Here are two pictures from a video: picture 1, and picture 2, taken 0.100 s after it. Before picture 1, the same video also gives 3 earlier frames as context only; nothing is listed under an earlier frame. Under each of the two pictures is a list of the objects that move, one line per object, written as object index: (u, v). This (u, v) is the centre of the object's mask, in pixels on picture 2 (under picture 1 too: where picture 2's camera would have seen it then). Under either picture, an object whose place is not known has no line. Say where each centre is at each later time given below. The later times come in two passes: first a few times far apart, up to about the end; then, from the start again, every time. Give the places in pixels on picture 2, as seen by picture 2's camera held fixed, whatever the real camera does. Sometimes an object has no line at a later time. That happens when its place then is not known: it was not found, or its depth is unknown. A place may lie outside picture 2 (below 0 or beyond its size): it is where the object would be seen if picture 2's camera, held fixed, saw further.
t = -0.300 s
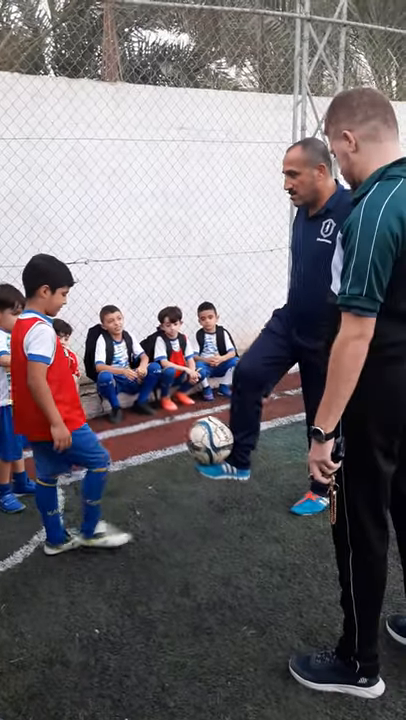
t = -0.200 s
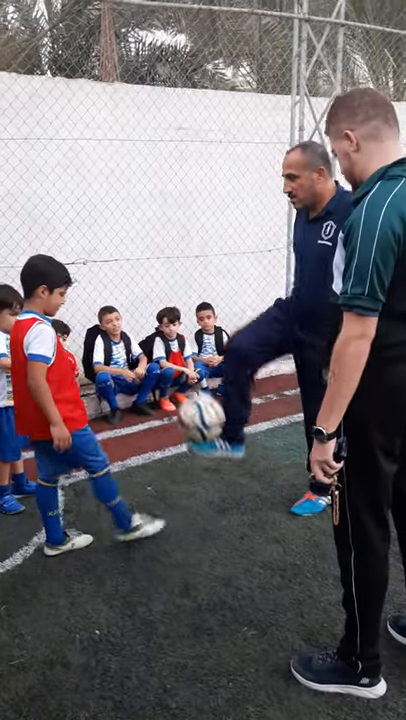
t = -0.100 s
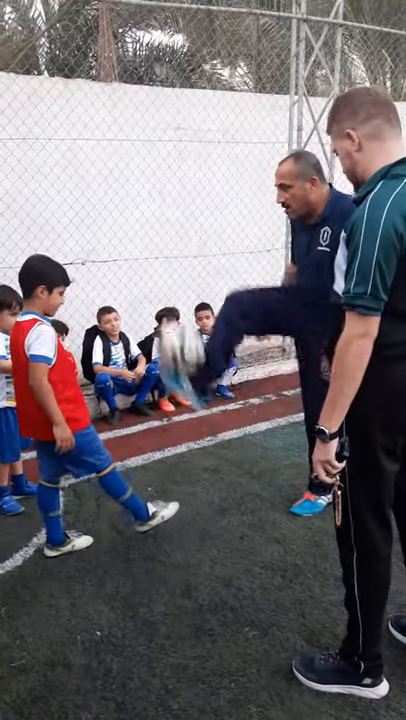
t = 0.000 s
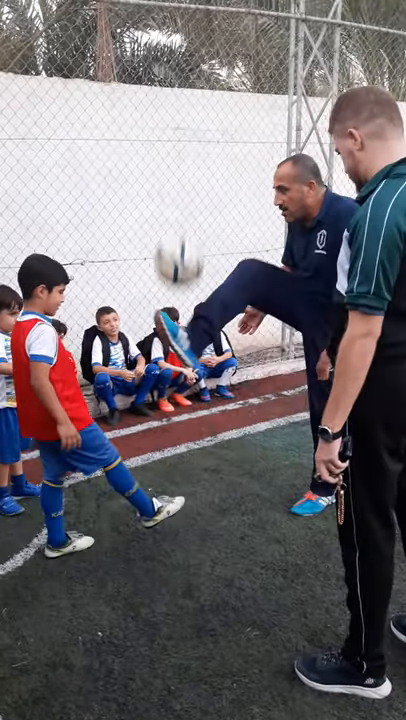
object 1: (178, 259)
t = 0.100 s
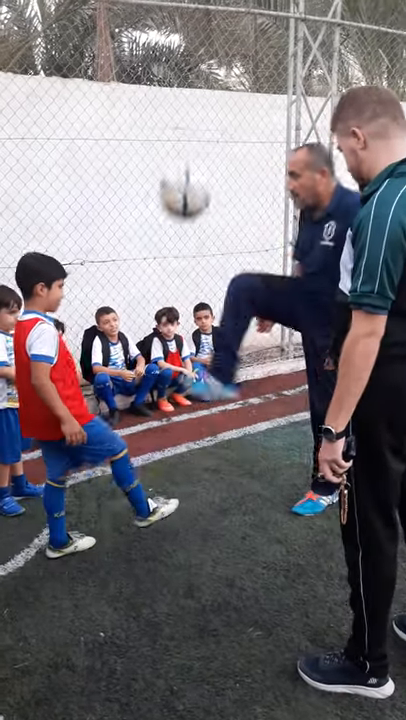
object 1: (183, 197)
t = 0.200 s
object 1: (191, 148)
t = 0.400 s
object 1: (207, 133)
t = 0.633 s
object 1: (230, 236)
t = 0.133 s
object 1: (186, 179)
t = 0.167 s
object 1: (185, 159)
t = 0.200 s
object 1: (191, 148)
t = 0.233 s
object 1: (193, 140)
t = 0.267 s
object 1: (196, 132)
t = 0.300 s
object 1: (198, 129)
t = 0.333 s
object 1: (202, 127)
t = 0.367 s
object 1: (204, 128)
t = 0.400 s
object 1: (207, 133)
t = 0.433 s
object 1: (210, 141)
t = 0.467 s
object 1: (212, 149)
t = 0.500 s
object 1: (216, 164)
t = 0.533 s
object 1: (220, 179)
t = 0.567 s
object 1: (223, 195)
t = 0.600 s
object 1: (228, 215)
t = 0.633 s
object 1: (230, 236)
